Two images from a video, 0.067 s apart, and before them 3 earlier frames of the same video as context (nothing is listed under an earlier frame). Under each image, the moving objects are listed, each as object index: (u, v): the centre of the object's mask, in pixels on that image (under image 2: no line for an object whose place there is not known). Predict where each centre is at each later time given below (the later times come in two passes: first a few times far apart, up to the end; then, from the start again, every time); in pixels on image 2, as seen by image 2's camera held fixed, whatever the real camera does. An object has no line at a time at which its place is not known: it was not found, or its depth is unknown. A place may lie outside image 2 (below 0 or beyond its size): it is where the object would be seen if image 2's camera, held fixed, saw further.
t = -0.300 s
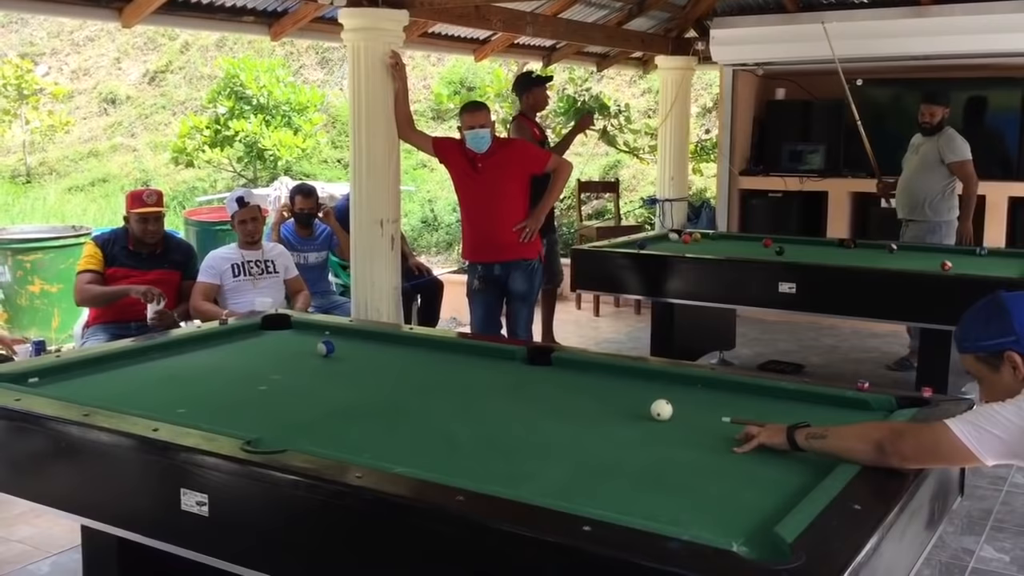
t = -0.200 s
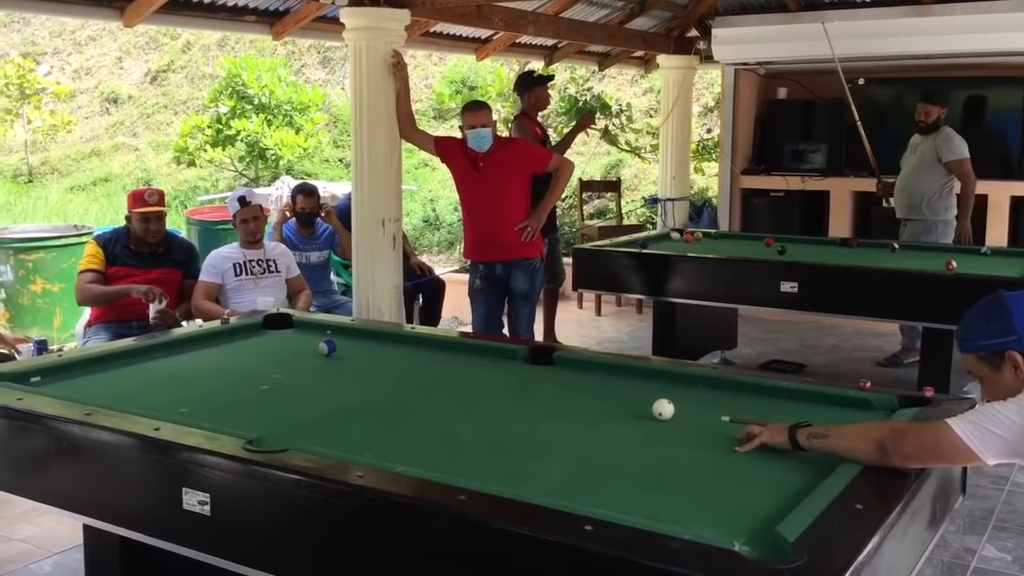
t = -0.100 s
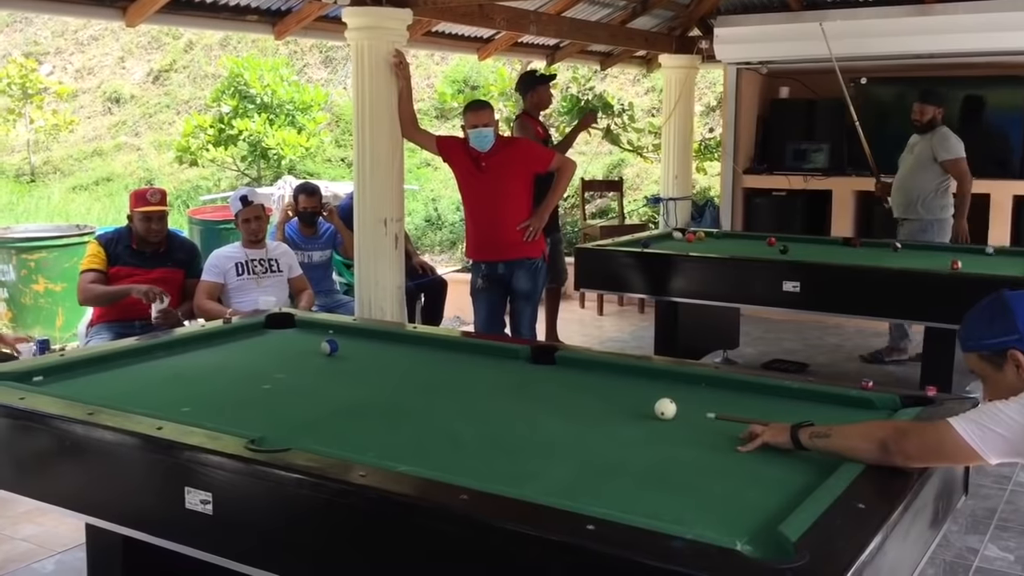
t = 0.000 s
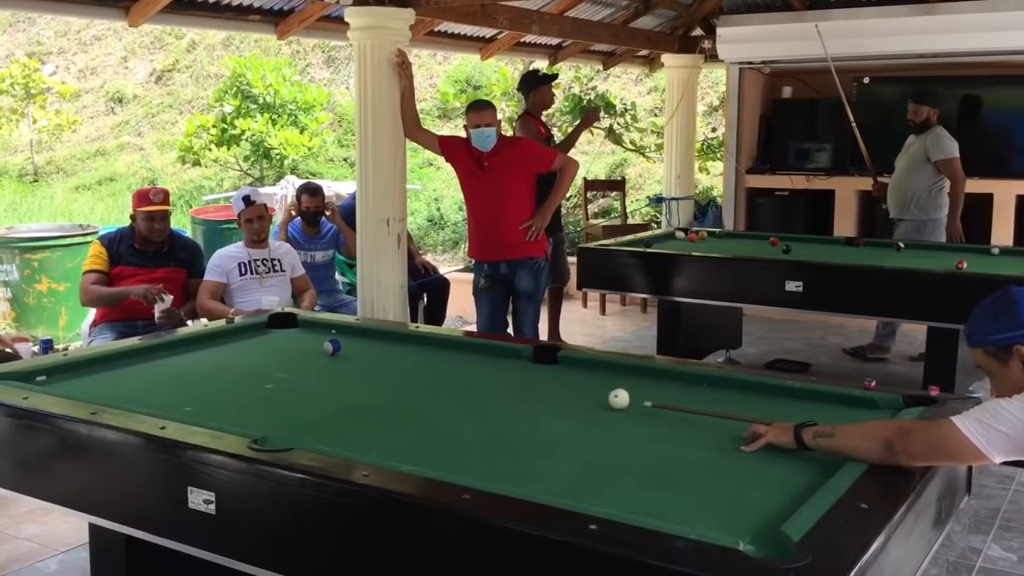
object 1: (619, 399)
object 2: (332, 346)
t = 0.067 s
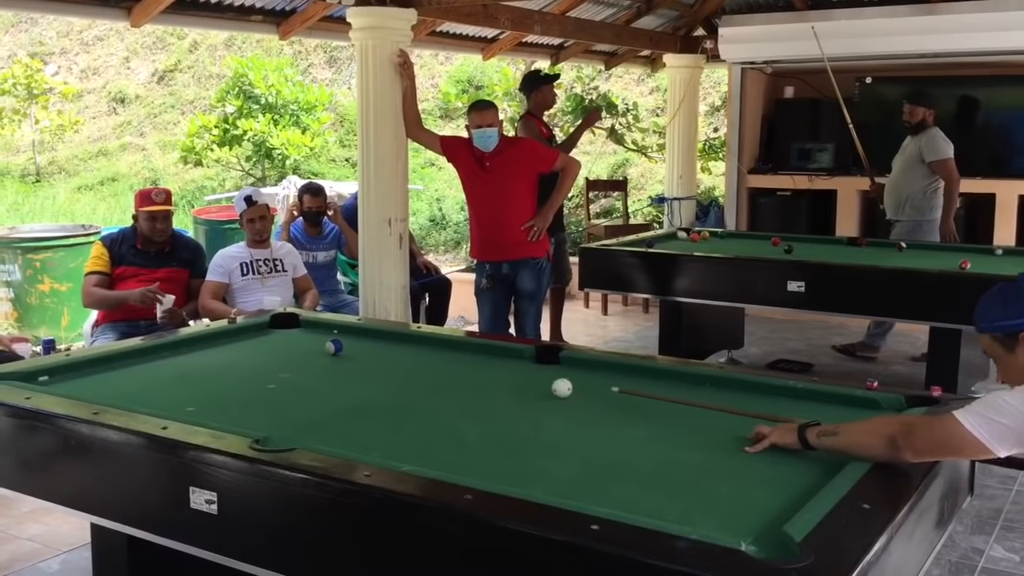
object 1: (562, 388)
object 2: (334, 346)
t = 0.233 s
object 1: (448, 366)
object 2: (334, 346)
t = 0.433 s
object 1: (351, 346)
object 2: (331, 345)
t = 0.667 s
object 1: (355, 332)
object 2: (232, 342)
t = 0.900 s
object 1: (321, 332)
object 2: (203, 344)
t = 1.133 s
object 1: (285, 333)
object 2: (217, 353)
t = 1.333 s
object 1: (256, 334)
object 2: (231, 359)
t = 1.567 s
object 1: (222, 335)
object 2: (247, 367)
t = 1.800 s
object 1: (221, 338)
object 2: (263, 374)
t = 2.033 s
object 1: (220, 342)
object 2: (280, 382)
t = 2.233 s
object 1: (219, 344)
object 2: (295, 390)
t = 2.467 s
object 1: (219, 347)
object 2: (313, 397)
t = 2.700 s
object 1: (218, 350)
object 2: (332, 406)
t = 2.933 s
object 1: (217, 352)
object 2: (352, 413)
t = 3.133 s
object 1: (216, 354)
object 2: (368, 421)
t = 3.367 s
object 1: (215, 356)
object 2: (388, 429)
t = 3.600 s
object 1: (214, 357)
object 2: (407, 438)
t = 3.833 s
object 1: (213, 359)
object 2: (427, 446)
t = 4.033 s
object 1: (212, 360)
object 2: (445, 453)
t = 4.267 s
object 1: (211, 360)
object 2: (464, 462)
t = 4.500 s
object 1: (211, 361)
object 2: (485, 469)
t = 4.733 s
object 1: (211, 360)
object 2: (505, 475)
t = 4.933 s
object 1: (211, 360)
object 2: (521, 481)
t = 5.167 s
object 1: (211, 361)
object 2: (541, 487)
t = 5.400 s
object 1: (211, 361)
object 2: (558, 492)
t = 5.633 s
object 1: (211, 360)
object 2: (576, 495)
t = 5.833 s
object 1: (211, 361)
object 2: (590, 497)
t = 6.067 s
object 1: (211, 361)
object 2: (604, 500)
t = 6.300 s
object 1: (211, 361)
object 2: (616, 502)
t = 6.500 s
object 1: (211, 360)
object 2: (624, 503)
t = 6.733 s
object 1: (211, 361)
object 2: (633, 504)
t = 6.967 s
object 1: (211, 361)
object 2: (639, 505)
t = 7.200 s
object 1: (211, 360)
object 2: (642, 505)
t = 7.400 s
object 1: (211, 360)
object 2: (643, 505)
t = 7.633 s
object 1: (211, 360)
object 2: (643, 505)
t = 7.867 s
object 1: (211, 361)
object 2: (643, 505)
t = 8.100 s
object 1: (211, 361)
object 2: (643, 505)
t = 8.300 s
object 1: (211, 361)
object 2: (643, 505)
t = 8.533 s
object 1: (211, 361)
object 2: (643, 505)
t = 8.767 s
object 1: (211, 361)
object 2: (643, 505)
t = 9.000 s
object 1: (211, 361)
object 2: (643, 505)
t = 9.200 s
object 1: (211, 361)
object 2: (644, 505)
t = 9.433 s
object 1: (211, 360)
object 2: (643, 505)
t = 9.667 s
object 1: (211, 360)
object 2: (643, 505)
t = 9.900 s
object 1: (211, 360)
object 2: (643, 505)
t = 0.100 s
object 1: (536, 383)
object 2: (334, 346)
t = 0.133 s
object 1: (511, 378)
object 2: (333, 346)
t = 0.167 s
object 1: (488, 374)
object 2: (333, 346)
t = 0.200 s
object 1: (467, 370)
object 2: (334, 346)
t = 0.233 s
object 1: (448, 366)
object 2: (334, 346)
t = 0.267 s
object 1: (430, 362)
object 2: (334, 346)
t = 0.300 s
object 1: (412, 359)
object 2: (334, 346)
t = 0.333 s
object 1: (395, 356)
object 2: (334, 346)
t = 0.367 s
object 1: (379, 352)
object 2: (334, 346)
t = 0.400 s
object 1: (363, 349)
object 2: (334, 346)
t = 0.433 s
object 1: (351, 346)
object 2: (331, 345)
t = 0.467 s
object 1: (354, 345)
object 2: (313, 345)
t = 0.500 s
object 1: (356, 342)
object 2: (297, 345)
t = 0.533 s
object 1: (357, 340)
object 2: (282, 345)
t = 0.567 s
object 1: (358, 338)
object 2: (268, 344)
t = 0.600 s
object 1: (357, 336)
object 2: (256, 344)
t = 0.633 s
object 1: (356, 334)
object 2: (244, 343)
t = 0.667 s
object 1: (355, 332)
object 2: (232, 342)
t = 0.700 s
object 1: (353, 331)
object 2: (220, 342)
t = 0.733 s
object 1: (347, 331)
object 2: (211, 342)
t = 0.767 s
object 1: (341, 331)
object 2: (198, 342)
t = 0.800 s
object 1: (336, 331)
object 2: (193, 342)
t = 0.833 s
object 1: (331, 331)
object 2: (197, 343)
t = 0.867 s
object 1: (326, 332)
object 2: (200, 344)
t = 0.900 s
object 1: (321, 332)
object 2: (203, 344)
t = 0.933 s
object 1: (316, 332)
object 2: (205, 345)
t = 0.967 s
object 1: (310, 332)
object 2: (207, 347)
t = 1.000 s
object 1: (306, 332)
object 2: (208, 347)
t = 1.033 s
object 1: (300, 333)
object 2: (211, 349)
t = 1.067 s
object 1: (296, 333)
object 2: (213, 350)
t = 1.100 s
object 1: (290, 333)
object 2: (215, 351)
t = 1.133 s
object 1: (285, 333)
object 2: (217, 353)
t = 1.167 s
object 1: (280, 333)
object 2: (220, 354)
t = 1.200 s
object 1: (275, 333)
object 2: (222, 355)
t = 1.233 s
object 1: (270, 333)
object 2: (224, 355)
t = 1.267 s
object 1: (265, 333)
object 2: (226, 357)
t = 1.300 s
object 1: (260, 334)
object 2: (229, 358)
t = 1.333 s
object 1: (256, 334)
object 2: (231, 359)
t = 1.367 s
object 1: (251, 334)
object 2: (233, 360)
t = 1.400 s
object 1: (246, 334)
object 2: (236, 362)
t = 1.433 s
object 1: (241, 334)
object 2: (238, 362)
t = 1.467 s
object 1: (236, 334)
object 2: (240, 363)
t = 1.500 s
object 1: (231, 334)
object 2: (243, 364)
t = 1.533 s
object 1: (227, 335)
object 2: (245, 365)
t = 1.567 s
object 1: (222, 335)
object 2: (247, 367)
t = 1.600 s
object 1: (222, 335)
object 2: (249, 368)
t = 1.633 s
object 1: (222, 336)
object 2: (251, 369)
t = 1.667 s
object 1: (222, 336)
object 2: (254, 370)
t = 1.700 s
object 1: (222, 337)
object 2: (256, 371)
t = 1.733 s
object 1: (222, 337)
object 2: (258, 372)
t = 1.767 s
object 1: (221, 338)
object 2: (261, 373)
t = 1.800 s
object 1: (221, 338)
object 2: (263, 374)
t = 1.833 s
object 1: (221, 339)
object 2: (266, 376)
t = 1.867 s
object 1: (221, 339)
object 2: (267, 377)
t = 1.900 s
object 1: (221, 340)
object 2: (271, 378)
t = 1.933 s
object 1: (221, 340)
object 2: (273, 379)
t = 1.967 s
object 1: (220, 340)
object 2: (275, 380)
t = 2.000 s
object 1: (220, 341)
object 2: (278, 381)
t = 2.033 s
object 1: (220, 342)
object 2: (280, 382)
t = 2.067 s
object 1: (220, 342)
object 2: (282, 383)
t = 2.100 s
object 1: (220, 343)
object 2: (285, 384)
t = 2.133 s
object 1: (220, 343)
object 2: (287, 385)
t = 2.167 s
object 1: (220, 343)
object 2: (289, 387)
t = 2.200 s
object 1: (220, 344)
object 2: (292, 389)
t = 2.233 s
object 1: (219, 344)
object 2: (295, 390)
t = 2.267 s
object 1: (220, 345)
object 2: (297, 391)
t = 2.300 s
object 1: (220, 346)
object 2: (300, 392)
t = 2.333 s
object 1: (219, 346)
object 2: (302, 393)
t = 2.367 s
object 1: (219, 346)
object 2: (305, 394)
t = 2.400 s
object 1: (219, 346)
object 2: (308, 395)
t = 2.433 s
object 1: (219, 347)
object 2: (310, 396)
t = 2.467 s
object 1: (219, 347)
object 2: (313, 397)
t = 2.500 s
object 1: (219, 348)
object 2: (316, 398)
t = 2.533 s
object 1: (218, 348)
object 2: (319, 399)
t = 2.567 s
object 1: (218, 348)
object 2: (321, 401)
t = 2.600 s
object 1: (218, 349)
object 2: (324, 403)
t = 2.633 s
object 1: (218, 349)
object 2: (326, 404)
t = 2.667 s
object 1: (218, 349)
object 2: (329, 405)
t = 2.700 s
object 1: (218, 350)
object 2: (332, 406)
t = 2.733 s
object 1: (218, 350)
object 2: (334, 407)
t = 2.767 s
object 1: (218, 350)
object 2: (338, 408)
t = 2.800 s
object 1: (218, 351)
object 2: (340, 409)
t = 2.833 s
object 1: (217, 351)
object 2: (343, 410)
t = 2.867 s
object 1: (217, 351)
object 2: (346, 411)
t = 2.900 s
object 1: (217, 352)
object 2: (348, 413)
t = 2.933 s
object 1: (217, 352)
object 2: (352, 413)
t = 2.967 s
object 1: (217, 352)
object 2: (354, 415)
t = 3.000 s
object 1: (217, 353)
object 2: (357, 417)
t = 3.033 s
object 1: (217, 353)
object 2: (360, 418)
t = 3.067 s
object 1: (217, 354)
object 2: (362, 419)
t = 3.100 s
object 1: (217, 354)
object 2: (365, 420)
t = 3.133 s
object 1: (216, 354)
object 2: (368, 421)
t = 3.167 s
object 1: (216, 354)
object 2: (372, 422)
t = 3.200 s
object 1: (216, 355)
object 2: (374, 424)
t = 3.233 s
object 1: (216, 355)
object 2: (377, 425)
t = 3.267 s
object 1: (216, 355)
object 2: (379, 426)
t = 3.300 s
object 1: (216, 355)
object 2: (382, 427)
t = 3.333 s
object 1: (215, 355)
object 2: (385, 428)
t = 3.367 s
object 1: (215, 356)
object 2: (388, 429)
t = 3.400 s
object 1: (215, 356)
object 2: (391, 431)
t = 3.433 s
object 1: (215, 356)
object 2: (394, 433)
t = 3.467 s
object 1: (215, 356)
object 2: (397, 434)
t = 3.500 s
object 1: (215, 357)
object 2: (400, 435)
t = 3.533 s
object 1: (214, 357)
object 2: (402, 436)
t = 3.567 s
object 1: (214, 357)
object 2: (404, 436)
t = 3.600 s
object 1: (214, 357)
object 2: (407, 438)
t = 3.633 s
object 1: (214, 358)
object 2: (411, 439)
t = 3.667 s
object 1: (214, 358)
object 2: (414, 441)
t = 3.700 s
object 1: (214, 358)
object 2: (416, 441)
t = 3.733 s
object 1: (214, 358)
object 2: (419, 443)
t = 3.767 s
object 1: (213, 358)
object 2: (421, 444)
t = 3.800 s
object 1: (213, 358)
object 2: (424, 445)
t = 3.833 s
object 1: (213, 359)
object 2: (427, 446)
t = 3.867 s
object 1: (213, 359)
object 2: (430, 448)
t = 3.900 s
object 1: (213, 359)
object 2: (434, 449)
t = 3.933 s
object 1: (213, 359)
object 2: (436, 451)
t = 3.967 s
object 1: (212, 359)
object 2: (439, 451)
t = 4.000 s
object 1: (212, 360)
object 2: (442, 453)
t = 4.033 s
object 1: (212, 360)
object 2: (445, 453)
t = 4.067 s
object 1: (212, 360)
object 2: (447, 455)
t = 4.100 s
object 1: (212, 360)
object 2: (450, 455)
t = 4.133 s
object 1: (212, 360)
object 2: (453, 456)
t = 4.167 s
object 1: (211, 360)
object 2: (456, 457)
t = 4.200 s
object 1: (211, 360)
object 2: (459, 459)
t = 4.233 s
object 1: (211, 360)
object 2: (462, 460)
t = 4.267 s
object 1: (211, 360)
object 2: (464, 462)
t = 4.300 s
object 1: (211, 360)
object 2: (467, 463)
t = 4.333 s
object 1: (211, 360)
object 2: (470, 463)
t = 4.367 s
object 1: (211, 360)
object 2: (473, 464)
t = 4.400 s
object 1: (210, 360)
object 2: (476, 465)
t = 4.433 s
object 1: (211, 360)
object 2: (479, 466)
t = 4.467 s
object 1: (211, 361)
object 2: (482, 467)
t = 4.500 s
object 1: (211, 361)
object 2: (485, 469)
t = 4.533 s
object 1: (211, 360)
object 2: (488, 470)
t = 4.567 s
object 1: (211, 360)
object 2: (491, 471)
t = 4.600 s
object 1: (211, 360)
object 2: (494, 472)
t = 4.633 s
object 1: (211, 360)
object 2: (496, 473)
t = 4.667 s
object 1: (211, 360)
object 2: (499, 473)
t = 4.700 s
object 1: (211, 360)
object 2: (502, 474)
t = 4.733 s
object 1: (211, 360)
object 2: (505, 475)
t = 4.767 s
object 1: (211, 360)
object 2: (508, 476)
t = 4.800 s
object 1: (211, 360)
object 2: (511, 477)
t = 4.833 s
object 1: (211, 360)
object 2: (514, 478)
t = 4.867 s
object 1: (211, 360)
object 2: (516, 479)
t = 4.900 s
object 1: (211, 360)
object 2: (519, 480)
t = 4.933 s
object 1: (211, 360)
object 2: (521, 481)
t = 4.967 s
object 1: (211, 360)
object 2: (524, 482)
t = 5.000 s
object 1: (211, 360)
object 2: (527, 482)
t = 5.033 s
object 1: (211, 361)
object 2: (529, 483)
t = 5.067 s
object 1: (211, 361)
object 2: (532, 484)
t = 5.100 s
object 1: (211, 361)
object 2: (535, 484)
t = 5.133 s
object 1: (211, 361)
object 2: (537, 486)
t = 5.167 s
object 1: (211, 361)
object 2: (541, 487)
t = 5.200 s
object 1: (211, 361)
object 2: (544, 488)
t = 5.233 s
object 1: (211, 361)
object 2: (547, 489)
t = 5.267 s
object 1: (211, 361)
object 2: (549, 489)
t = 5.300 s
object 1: (211, 361)
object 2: (551, 490)
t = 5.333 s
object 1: (211, 361)
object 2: (553, 490)
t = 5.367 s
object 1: (211, 361)
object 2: (556, 491)
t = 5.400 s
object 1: (211, 361)
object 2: (558, 492)
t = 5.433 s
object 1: (211, 361)
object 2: (561, 493)
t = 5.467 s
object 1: (211, 361)
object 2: (564, 493)
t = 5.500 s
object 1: (211, 361)
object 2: (566, 493)
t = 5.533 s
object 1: (211, 361)
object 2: (569, 494)
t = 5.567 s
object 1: (211, 360)
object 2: (571, 494)
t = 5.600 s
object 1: (211, 360)
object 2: (574, 495)
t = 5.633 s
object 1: (211, 360)
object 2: (576, 495)
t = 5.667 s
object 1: (211, 361)
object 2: (578, 496)
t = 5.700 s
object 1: (211, 361)
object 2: (581, 496)
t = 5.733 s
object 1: (211, 361)
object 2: (583, 496)
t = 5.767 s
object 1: (211, 360)
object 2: (585, 497)
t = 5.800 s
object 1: (211, 361)
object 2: (588, 497)
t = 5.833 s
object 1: (211, 361)
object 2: (590, 497)
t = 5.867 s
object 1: (211, 361)
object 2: (592, 498)
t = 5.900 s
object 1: (211, 361)
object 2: (594, 498)
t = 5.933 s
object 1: (211, 360)
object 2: (596, 498)
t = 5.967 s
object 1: (211, 361)
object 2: (598, 499)
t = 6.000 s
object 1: (211, 361)
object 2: (600, 499)
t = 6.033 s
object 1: (211, 361)
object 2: (602, 499)
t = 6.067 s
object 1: (211, 361)
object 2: (604, 500)
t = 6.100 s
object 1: (211, 361)
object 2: (606, 500)
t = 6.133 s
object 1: (211, 361)
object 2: (608, 500)
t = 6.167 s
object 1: (211, 361)
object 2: (609, 500)
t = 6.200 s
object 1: (211, 361)
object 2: (611, 501)
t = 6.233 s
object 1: (211, 361)
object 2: (613, 501)
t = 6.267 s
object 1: (211, 361)
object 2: (615, 501)
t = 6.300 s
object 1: (211, 361)
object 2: (616, 502)
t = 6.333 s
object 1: (211, 361)
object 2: (618, 502)
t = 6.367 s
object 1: (211, 361)
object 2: (619, 502)
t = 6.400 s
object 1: (211, 361)
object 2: (620, 502)
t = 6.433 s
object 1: (211, 361)
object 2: (622, 502)
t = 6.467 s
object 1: (211, 361)
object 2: (623, 503)
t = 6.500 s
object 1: (211, 360)
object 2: (624, 503)
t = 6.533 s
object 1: (211, 361)
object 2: (626, 503)
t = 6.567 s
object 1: (211, 361)
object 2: (627, 503)
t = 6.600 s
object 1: (211, 361)
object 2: (628, 503)
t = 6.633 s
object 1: (211, 361)
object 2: (629, 504)
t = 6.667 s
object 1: (211, 361)
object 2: (630, 504)
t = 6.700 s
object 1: (211, 361)
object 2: (631, 504)
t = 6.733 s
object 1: (211, 361)
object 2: (633, 504)
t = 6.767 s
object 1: (211, 361)
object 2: (633, 504)
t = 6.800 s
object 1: (211, 361)
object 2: (634, 504)
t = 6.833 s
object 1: (211, 361)
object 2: (635, 504)
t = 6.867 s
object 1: (211, 361)
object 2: (636, 504)
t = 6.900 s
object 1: (211, 361)
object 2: (637, 505)
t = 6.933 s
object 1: (211, 360)
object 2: (638, 505)
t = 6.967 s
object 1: (211, 361)
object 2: (639, 505)
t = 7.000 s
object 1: (211, 361)
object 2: (639, 505)
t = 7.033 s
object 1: (211, 361)
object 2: (640, 505)
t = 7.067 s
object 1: (211, 361)
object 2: (640, 505)
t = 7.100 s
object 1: (211, 361)
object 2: (641, 505)
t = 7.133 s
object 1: (211, 361)
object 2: (642, 505)
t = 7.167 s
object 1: (211, 361)
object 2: (642, 505)
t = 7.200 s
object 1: (211, 360)
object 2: (642, 505)
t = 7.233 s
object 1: (211, 360)
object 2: (642, 505)
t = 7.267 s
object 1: (211, 360)
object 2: (643, 505)
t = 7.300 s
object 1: (211, 361)
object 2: (643, 505)
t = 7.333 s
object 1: (211, 360)
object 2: (643, 505)
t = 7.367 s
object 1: (211, 360)
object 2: (643, 505)
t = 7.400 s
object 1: (211, 360)
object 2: (643, 505)
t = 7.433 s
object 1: (211, 361)
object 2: (643, 505)
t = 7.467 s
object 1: (211, 360)
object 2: (643, 505)
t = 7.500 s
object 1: (211, 361)
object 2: (643, 505)
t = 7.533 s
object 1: (211, 361)
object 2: (643, 505)
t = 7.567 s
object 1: (211, 361)
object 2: (643, 505)
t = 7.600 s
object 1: (211, 361)
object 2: (643, 505)
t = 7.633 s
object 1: (211, 360)
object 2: (643, 505)
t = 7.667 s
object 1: (211, 360)
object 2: (643, 505)
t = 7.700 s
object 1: (211, 360)
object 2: (643, 505)
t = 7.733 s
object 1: (211, 361)
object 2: (643, 505)
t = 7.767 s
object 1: (211, 361)
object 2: (643, 505)
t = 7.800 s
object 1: (211, 361)
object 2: (643, 505)
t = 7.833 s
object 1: (211, 361)
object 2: (643, 505)
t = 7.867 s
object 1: (211, 361)
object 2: (643, 505)
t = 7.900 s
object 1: (211, 361)
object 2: (643, 505)
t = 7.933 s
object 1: (211, 361)
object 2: (643, 505)
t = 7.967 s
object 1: (211, 361)
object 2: (643, 505)
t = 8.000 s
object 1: (211, 361)
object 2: (643, 505)
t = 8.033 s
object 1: (211, 361)
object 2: (643, 505)
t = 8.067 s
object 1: (211, 361)
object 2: (643, 505)
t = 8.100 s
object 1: (211, 361)
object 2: (643, 505)
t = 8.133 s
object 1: (211, 361)
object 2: (643, 505)
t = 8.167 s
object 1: (211, 361)
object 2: (643, 505)
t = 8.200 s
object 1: (211, 361)
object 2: (643, 505)
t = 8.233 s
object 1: (211, 361)
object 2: (643, 505)
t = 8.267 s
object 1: (211, 361)
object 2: (643, 505)
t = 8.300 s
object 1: (211, 361)
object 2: (643, 505)
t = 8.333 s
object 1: (211, 361)
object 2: (643, 505)
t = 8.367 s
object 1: (211, 361)
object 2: (643, 505)
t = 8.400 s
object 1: (210, 361)
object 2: (643, 505)
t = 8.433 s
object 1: (211, 361)
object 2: (643, 505)
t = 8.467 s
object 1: (211, 361)
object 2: (643, 505)
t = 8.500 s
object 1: (211, 361)
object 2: (643, 505)
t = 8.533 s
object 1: (211, 361)
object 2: (643, 505)
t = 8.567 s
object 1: (211, 361)
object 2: (643, 505)
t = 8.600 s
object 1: (211, 361)
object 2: (643, 505)
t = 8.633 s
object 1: (211, 361)
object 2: (643, 505)
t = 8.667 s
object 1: (211, 361)
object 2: (643, 505)
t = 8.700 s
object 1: (211, 361)
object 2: (643, 505)
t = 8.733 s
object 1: (211, 361)
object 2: (643, 505)
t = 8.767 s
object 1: (211, 361)
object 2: (643, 505)
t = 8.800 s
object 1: (211, 361)
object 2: (643, 505)
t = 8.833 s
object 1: (211, 361)
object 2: (643, 505)
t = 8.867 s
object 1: (211, 361)
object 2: (643, 505)
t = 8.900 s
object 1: (211, 361)
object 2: (643, 505)
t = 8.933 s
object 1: (211, 361)
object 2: (644, 505)
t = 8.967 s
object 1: (211, 361)
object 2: (644, 505)
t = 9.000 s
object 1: (211, 361)
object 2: (643, 505)
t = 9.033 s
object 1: (211, 360)
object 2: (643, 505)
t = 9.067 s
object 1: (211, 361)
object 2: (644, 505)
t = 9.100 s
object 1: (211, 361)
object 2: (643, 505)
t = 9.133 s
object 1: (211, 361)
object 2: (643, 505)
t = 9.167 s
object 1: (211, 361)
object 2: (644, 505)
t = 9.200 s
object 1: (211, 361)
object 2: (644, 505)
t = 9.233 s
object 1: (211, 361)
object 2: (644, 505)
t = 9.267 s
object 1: (211, 360)
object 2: (643, 505)
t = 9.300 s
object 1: (211, 361)
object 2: (643, 505)
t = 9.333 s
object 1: (211, 360)
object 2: (643, 505)
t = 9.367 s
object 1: (211, 360)
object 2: (643, 505)
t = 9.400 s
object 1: (211, 360)
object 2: (643, 505)
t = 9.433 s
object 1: (211, 360)
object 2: (643, 505)
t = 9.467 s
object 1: (211, 360)
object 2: (643, 505)
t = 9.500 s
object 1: (211, 360)
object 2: (643, 505)
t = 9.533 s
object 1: (211, 360)
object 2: (643, 505)
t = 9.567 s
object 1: (211, 360)
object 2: (644, 505)
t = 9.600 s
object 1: (211, 360)
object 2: (643, 505)
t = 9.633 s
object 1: (211, 360)
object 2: (643, 505)
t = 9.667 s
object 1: (211, 360)
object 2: (643, 505)
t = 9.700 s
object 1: (211, 360)
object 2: (643, 505)
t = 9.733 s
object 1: (211, 360)
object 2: (643, 505)
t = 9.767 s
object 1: (211, 360)
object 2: (643, 505)
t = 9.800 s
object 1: (211, 360)
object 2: (643, 505)
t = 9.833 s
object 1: (211, 360)
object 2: (643, 505)
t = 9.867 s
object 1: (211, 360)
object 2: (643, 505)
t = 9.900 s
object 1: (211, 360)
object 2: (643, 505)
